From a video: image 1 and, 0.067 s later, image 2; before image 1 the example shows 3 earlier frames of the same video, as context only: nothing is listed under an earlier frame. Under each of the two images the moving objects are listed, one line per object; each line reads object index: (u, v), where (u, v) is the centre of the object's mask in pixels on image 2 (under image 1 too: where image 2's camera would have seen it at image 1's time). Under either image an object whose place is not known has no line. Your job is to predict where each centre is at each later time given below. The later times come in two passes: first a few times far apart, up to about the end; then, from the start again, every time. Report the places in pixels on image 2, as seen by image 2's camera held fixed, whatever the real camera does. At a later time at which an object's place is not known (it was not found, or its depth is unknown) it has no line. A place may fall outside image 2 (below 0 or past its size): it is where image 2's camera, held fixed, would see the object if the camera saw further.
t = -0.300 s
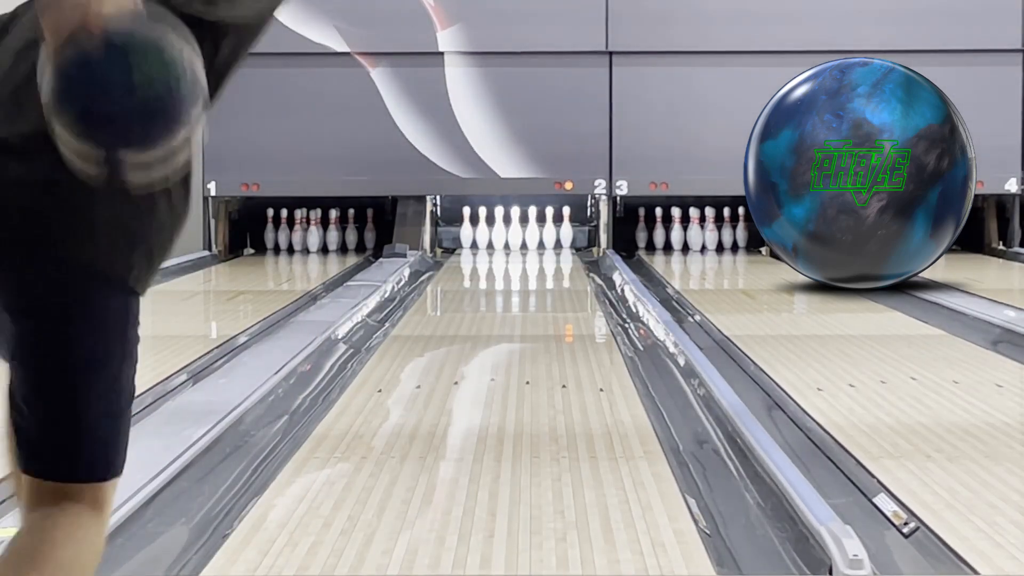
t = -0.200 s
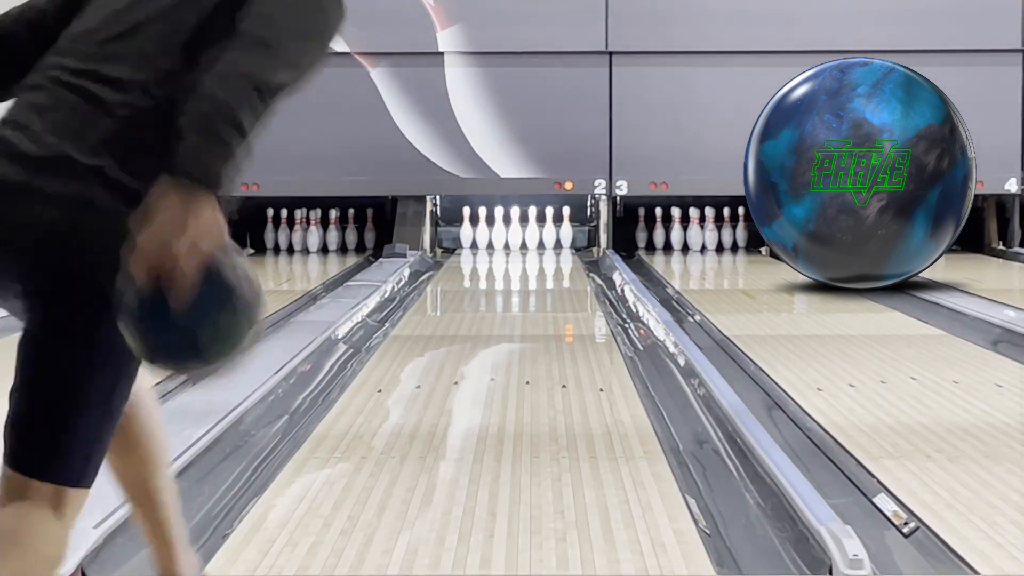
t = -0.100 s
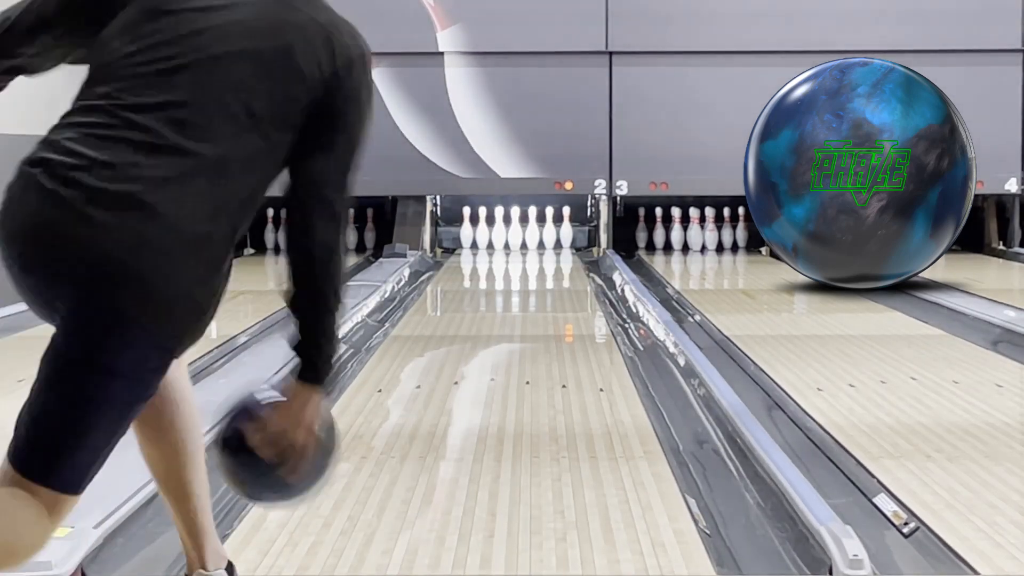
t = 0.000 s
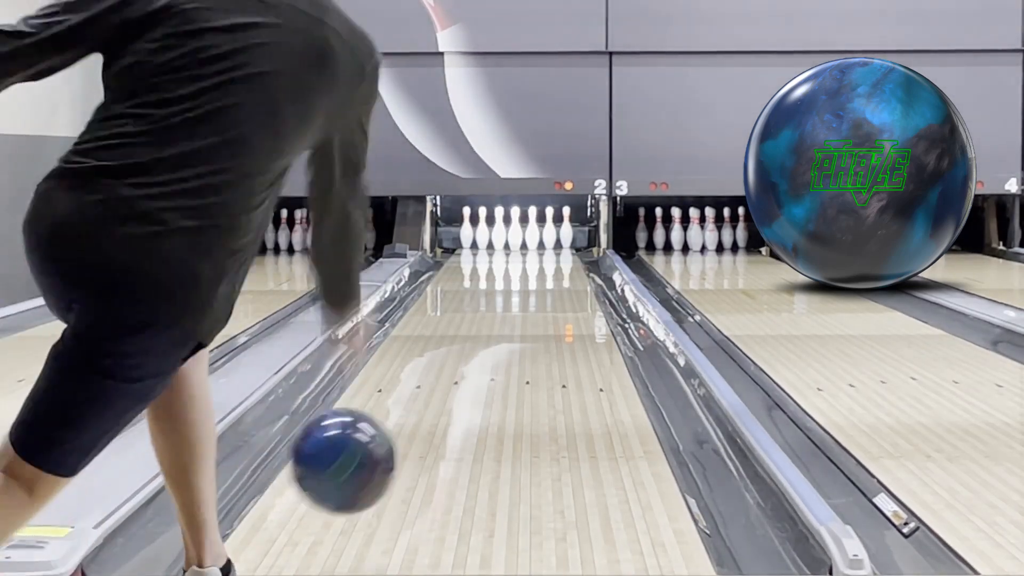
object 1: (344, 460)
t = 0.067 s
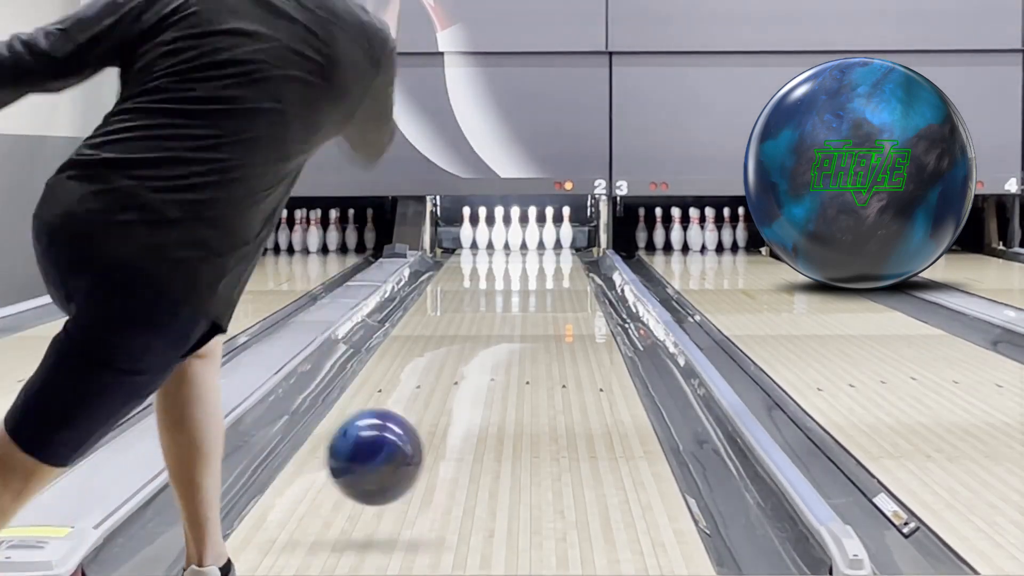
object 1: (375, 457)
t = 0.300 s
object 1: (451, 416)
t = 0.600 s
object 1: (508, 356)
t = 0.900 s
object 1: (540, 318)
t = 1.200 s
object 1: (559, 293)
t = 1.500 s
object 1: (569, 275)
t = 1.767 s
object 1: (570, 262)
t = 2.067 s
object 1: (559, 252)
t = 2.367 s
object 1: (536, 244)
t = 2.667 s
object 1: (518, 238)
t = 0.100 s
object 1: (388, 462)
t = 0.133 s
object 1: (402, 468)
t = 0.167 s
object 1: (413, 454)
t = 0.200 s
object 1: (424, 445)
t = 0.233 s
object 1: (434, 435)
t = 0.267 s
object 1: (443, 424)
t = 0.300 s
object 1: (451, 416)
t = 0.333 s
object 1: (460, 408)
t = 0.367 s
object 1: (467, 400)
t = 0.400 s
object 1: (474, 392)
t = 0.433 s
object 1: (481, 385)
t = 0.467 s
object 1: (487, 379)
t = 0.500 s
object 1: (492, 373)
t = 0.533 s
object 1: (498, 366)
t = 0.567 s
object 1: (503, 361)
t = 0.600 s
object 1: (508, 356)
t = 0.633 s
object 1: (512, 350)
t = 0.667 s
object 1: (516, 345)
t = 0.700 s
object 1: (520, 341)
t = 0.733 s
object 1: (524, 336)
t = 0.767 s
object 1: (527, 332)
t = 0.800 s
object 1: (531, 328)
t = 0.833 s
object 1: (534, 324)
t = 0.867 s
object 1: (537, 321)
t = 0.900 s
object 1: (540, 318)
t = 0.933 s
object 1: (542, 314)
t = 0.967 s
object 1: (545, 311)
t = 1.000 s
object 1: (547, 309)
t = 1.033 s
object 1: (549, 306)
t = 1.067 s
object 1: (551, 303)
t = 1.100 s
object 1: (553, 300)
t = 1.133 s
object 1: (555, 298)
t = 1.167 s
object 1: (557, 295)
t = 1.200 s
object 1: (559, 293)
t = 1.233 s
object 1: (560, 290)
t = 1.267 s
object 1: (562, 289)
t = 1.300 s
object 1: (563, 286)
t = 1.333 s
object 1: (564, 284)
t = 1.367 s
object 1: (565, 282)
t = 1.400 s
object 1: (566, 281)
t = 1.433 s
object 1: (568, 279)
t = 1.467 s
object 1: (568, 277)
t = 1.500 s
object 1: (569, 275)
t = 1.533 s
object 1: (570, 273)
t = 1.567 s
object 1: (570, 271)
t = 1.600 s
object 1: (570, 270)
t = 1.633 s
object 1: (571, 268)
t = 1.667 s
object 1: (571, 266)
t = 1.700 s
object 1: (571, 265)
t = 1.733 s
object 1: (570, 264)
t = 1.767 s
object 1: (570, 262)
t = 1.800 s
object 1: (570, 261)
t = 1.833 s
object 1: (569, 260)
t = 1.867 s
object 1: (568, 258)
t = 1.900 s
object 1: (567, 257)
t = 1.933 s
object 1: (565, 256)
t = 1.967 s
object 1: (565, 255)
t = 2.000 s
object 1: (563, 254)
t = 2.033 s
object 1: (561, 253)
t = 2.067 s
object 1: (559, 252)
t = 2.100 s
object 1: (557, 251)
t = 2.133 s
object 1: (555, 250)
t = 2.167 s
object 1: (553, 249)
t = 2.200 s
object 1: (551, 248)
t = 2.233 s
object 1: (548, 247)
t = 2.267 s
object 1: (546, 247)
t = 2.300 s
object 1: (542, 246)
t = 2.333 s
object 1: (539, 245)
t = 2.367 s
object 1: (536, 244)
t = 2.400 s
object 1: (533, 243)
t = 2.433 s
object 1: (530, 242)
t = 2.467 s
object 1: (528, 241)
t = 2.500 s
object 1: (525, 241)
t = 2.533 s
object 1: (522, 240)
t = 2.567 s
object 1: (521, 239)
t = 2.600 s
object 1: (521, 239)
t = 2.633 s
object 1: (519, 239)
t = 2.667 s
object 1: (518, 238)
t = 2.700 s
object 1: (518, 237)
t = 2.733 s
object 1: (518, 237)
